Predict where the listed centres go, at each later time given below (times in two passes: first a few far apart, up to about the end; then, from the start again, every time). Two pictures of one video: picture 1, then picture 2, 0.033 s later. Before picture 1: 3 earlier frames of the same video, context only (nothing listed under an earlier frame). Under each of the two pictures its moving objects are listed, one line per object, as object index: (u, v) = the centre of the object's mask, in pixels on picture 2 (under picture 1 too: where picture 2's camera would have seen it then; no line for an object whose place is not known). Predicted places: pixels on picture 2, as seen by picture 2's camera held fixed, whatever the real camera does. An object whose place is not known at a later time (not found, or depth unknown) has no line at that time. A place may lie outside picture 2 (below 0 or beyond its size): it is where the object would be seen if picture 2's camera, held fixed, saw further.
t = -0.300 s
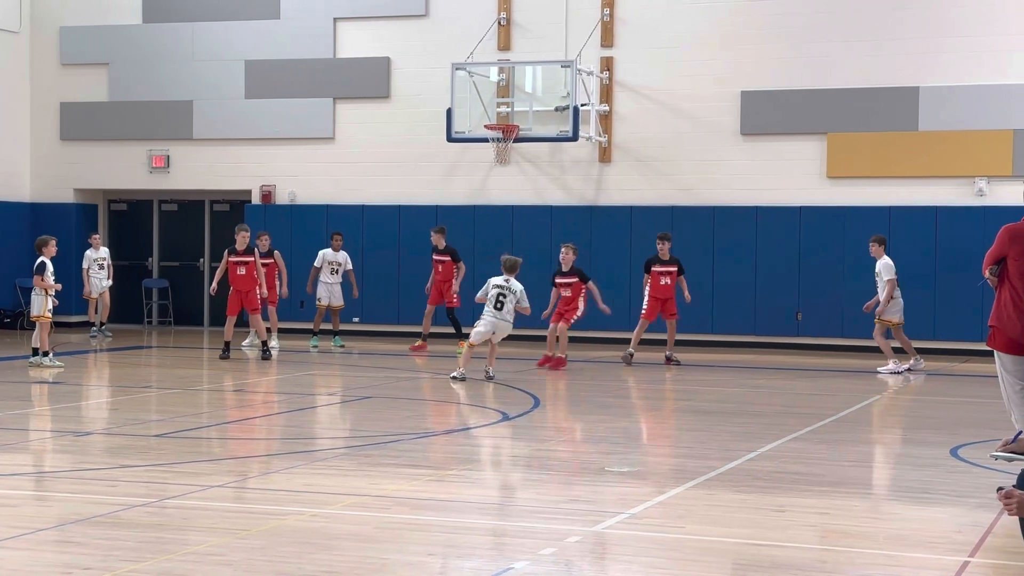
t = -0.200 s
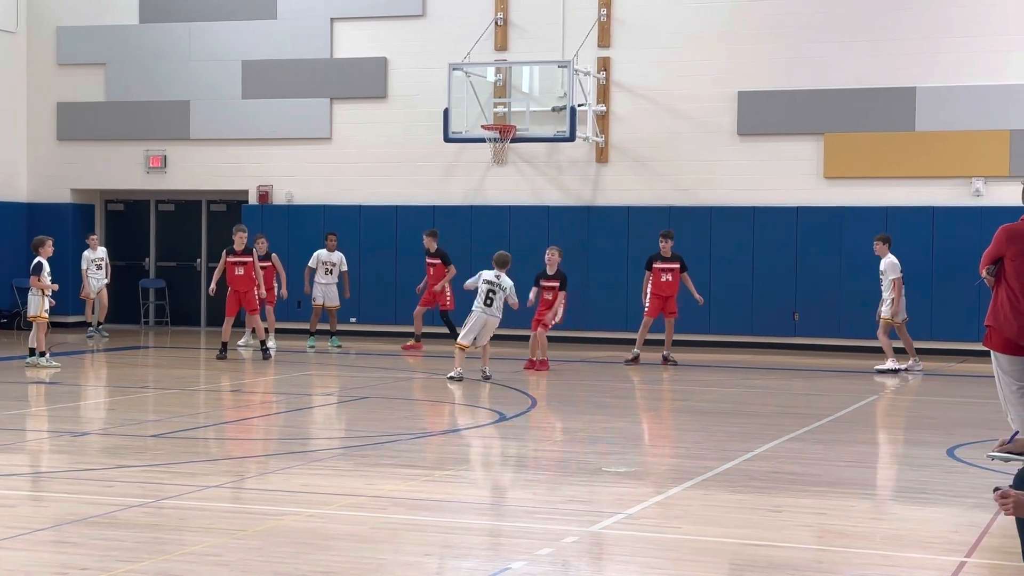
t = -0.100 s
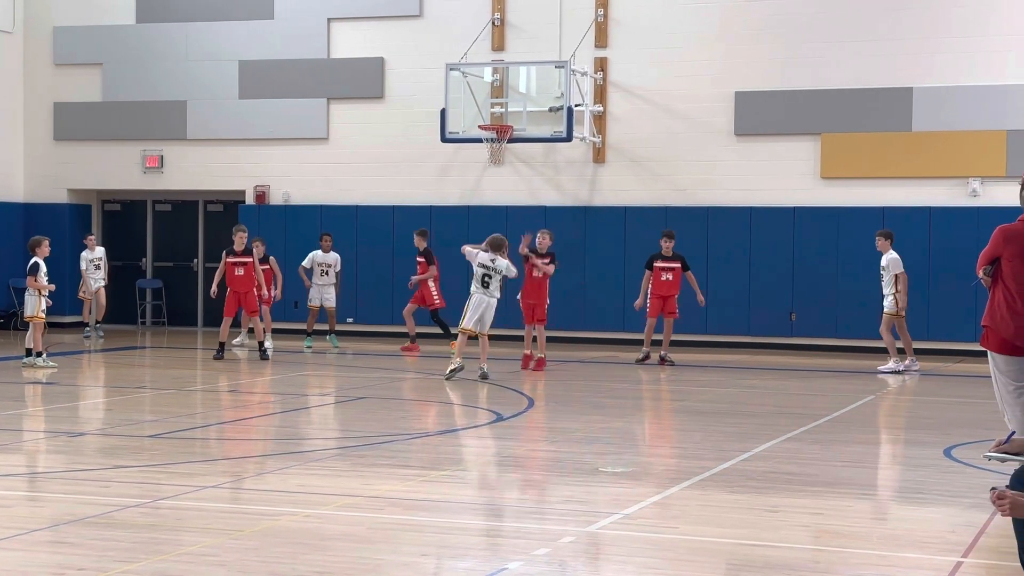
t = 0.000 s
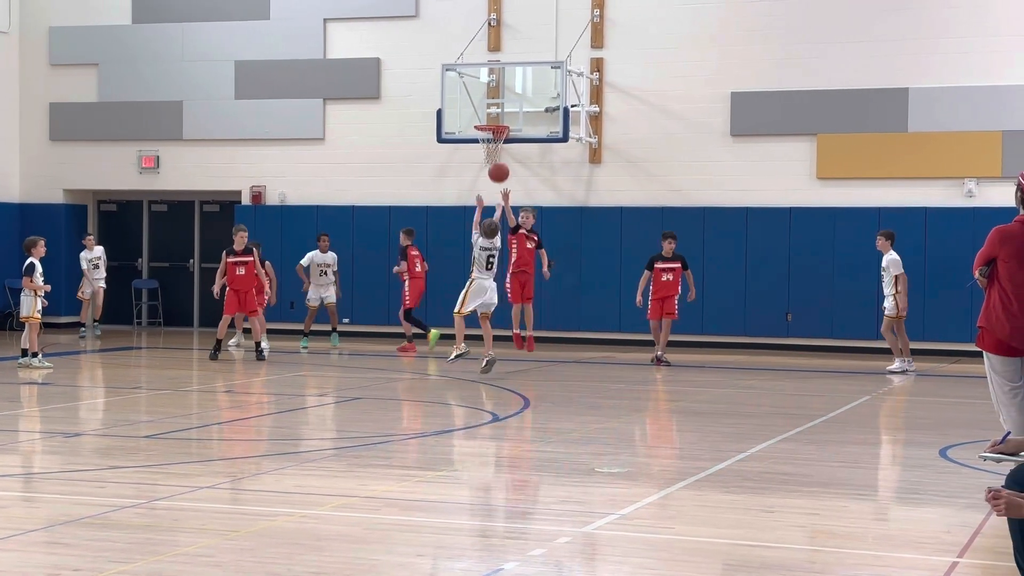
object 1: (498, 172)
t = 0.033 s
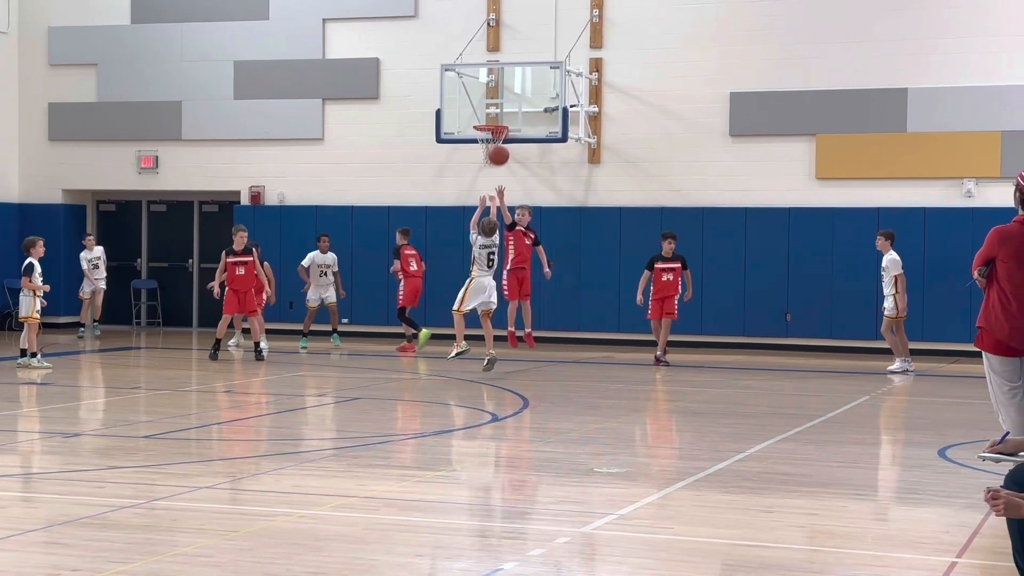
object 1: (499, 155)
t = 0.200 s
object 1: (505, 87)
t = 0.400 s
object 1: (510, 41)
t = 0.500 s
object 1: (513, 32)
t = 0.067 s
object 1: (500, 139)
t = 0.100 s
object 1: (502, 124)
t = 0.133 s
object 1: (502, 111)
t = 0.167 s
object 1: (503, 98)
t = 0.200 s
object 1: (505, 87)
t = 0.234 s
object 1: (505, 76)
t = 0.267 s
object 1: (506, 67)
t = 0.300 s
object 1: (507, 59)
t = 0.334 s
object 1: (508, 52)
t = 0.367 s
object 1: (509, 46)
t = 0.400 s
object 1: (510, 41)
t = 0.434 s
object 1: (511, 37)
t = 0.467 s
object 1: (512, 34)
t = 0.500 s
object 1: (513, 32)
